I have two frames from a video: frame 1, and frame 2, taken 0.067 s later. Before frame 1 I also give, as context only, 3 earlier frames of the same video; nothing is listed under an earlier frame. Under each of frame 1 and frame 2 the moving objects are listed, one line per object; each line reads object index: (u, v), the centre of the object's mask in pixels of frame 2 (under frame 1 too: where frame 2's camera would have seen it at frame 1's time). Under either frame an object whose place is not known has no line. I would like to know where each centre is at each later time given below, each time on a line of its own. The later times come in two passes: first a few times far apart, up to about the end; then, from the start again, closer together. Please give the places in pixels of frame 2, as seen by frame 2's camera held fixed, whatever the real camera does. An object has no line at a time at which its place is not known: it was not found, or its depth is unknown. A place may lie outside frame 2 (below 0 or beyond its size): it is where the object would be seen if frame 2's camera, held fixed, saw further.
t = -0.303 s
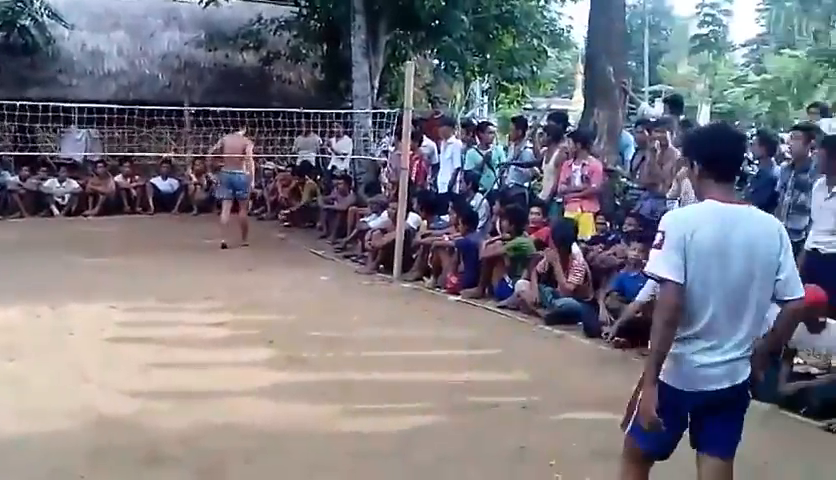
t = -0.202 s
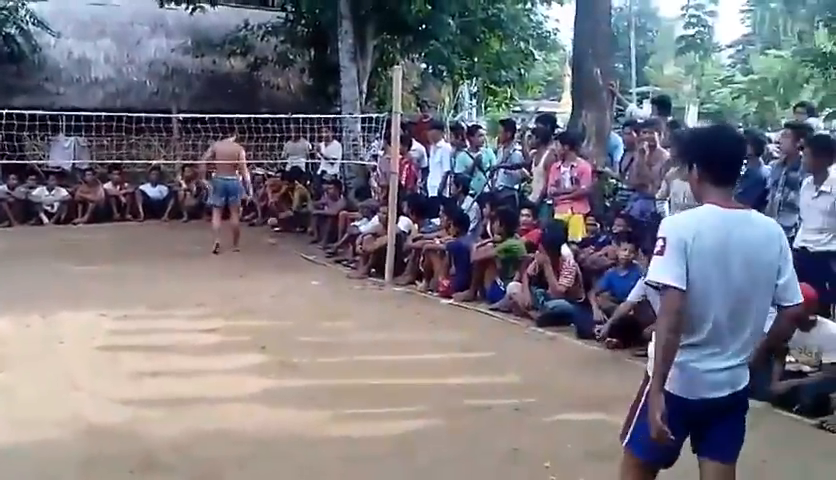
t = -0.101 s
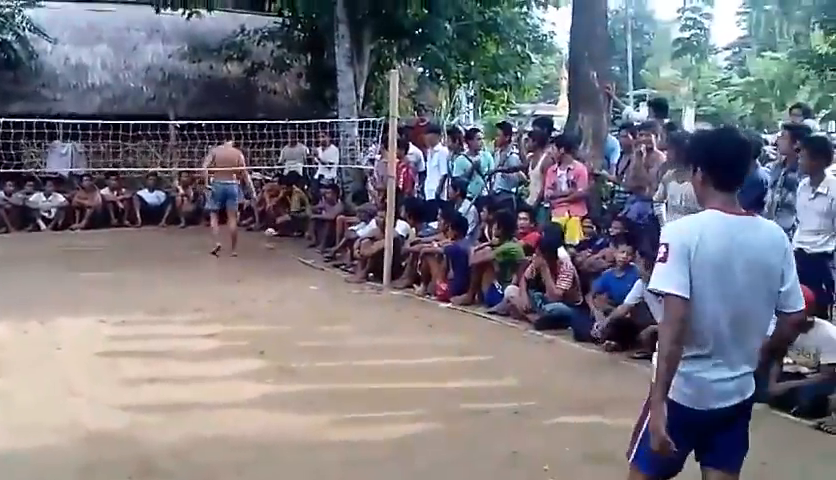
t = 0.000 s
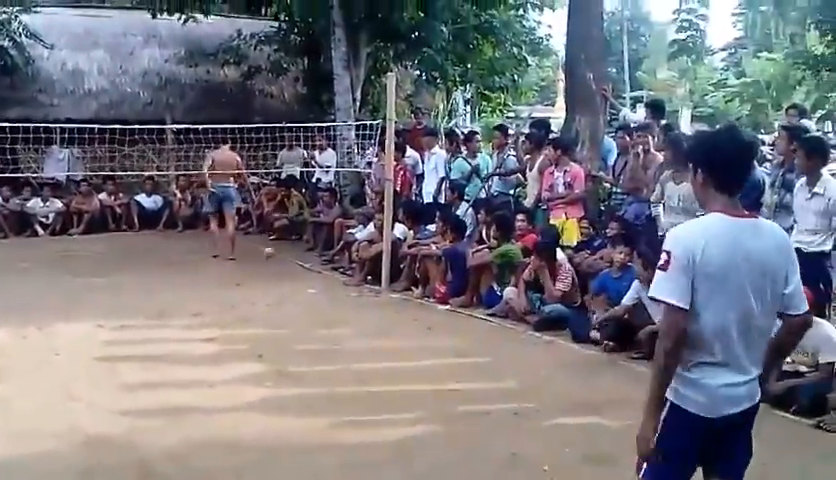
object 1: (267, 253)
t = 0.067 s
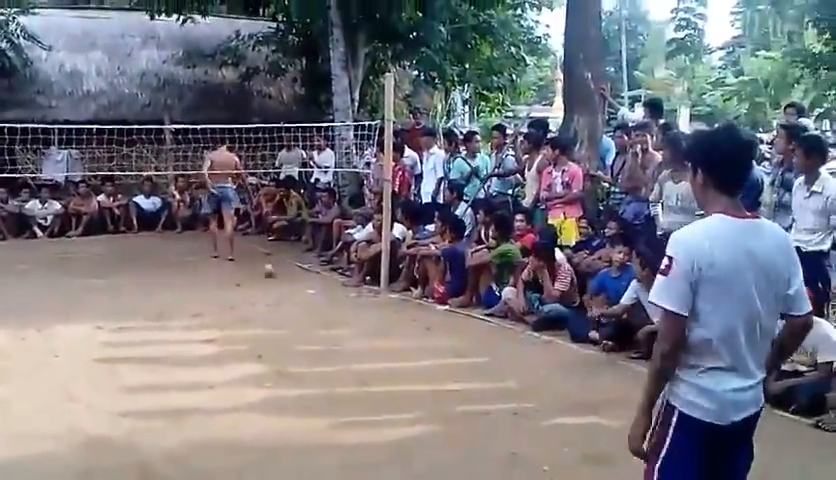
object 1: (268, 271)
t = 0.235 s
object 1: (269, 271)
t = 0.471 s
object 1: (272, 294)
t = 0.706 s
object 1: (274, 319)
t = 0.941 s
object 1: (279, 344)
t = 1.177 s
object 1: (285, 374)
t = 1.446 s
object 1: (299, 418)
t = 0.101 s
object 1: (269, 273)
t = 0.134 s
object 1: (270, 270)
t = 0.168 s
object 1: (269, 269)
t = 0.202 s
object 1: (269, 270)
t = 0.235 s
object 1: (269, 271)
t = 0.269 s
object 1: (270, 274)
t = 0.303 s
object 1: (270, 278)
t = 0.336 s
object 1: (270, 283)
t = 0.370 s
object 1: (272, 290)
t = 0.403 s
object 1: (271, 291)
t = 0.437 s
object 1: (272, 291)
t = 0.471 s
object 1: (272, 294)
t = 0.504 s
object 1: (272, 298)
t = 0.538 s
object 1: (272, 303)
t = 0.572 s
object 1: (272, 306)
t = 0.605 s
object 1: (272, 309)
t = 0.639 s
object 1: (273, 313)
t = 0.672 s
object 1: (274, 315)
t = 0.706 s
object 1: (274, 319)
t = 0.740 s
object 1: (275, 321)
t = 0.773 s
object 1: (276, 322)
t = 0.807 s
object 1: (277, 324)
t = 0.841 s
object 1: (277, 328)
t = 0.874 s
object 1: (277, 335)
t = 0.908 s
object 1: (279, 339)
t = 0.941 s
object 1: (279, 344)
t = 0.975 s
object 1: (280, 347)
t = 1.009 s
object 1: (280, 350)
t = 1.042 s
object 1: (281, 355)
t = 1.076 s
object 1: (282, 360)
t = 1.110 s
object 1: (282, 365)
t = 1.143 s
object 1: (284, 370)
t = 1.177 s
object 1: (285, 374)
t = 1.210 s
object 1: (286, 380)
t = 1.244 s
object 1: (287, 385)
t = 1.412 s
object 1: (297, 413)
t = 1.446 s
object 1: (299, 418)
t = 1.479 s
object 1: (299, 430)
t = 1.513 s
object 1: (306, 433)
